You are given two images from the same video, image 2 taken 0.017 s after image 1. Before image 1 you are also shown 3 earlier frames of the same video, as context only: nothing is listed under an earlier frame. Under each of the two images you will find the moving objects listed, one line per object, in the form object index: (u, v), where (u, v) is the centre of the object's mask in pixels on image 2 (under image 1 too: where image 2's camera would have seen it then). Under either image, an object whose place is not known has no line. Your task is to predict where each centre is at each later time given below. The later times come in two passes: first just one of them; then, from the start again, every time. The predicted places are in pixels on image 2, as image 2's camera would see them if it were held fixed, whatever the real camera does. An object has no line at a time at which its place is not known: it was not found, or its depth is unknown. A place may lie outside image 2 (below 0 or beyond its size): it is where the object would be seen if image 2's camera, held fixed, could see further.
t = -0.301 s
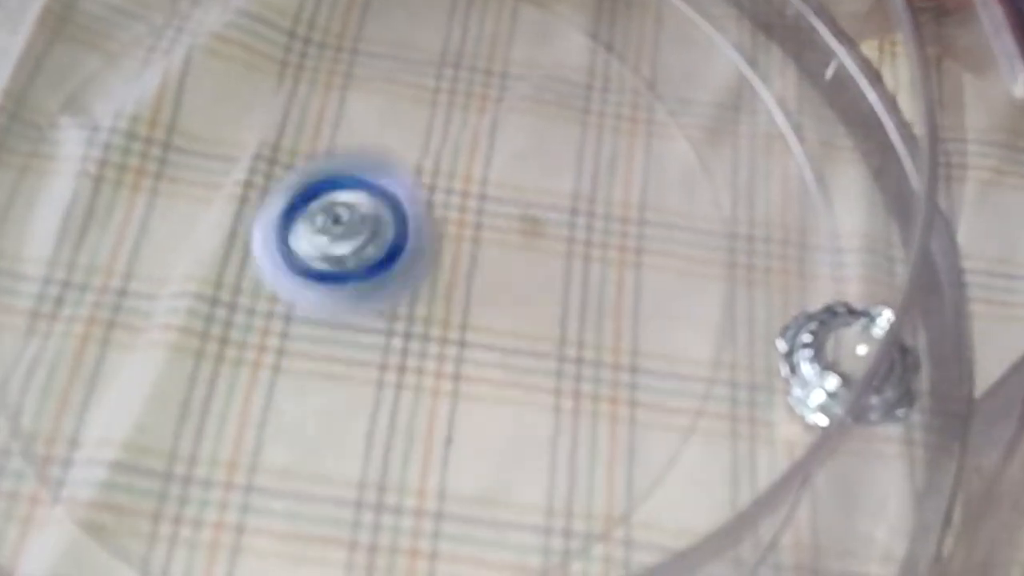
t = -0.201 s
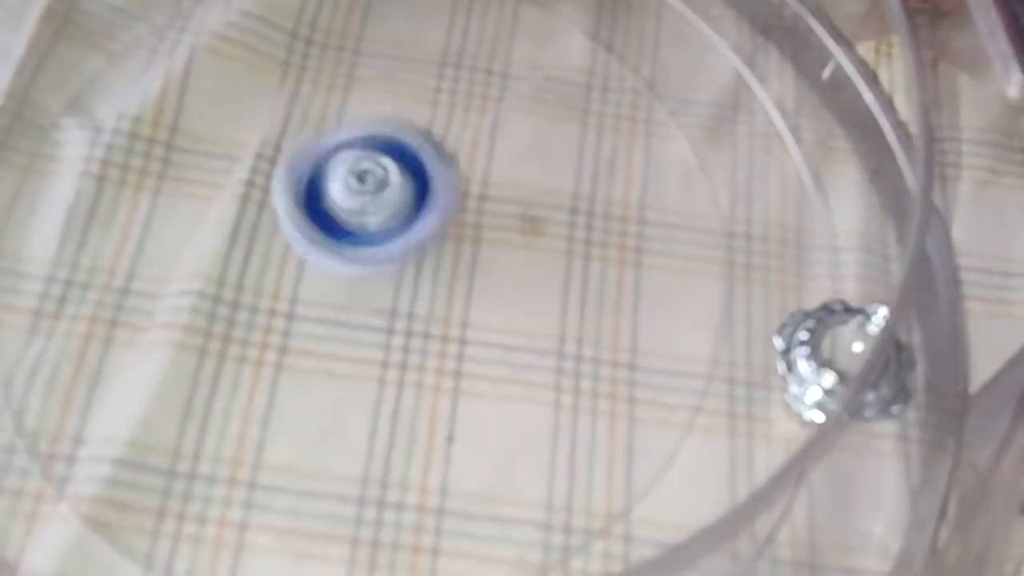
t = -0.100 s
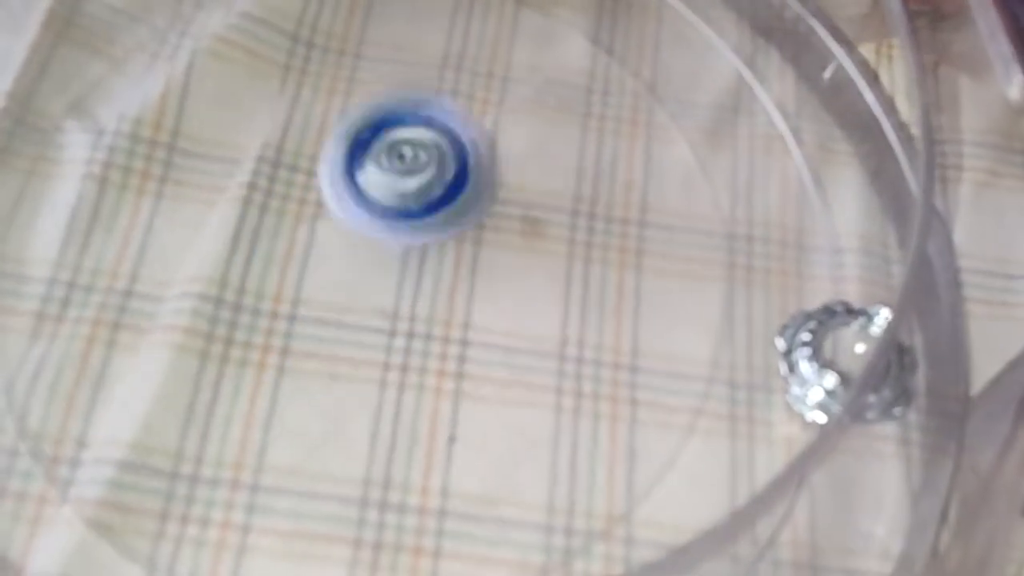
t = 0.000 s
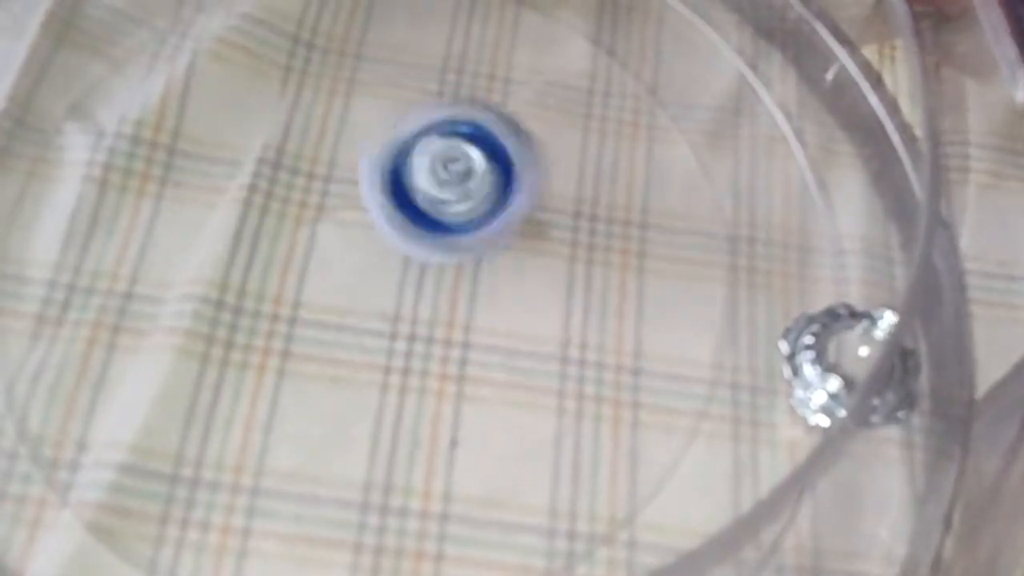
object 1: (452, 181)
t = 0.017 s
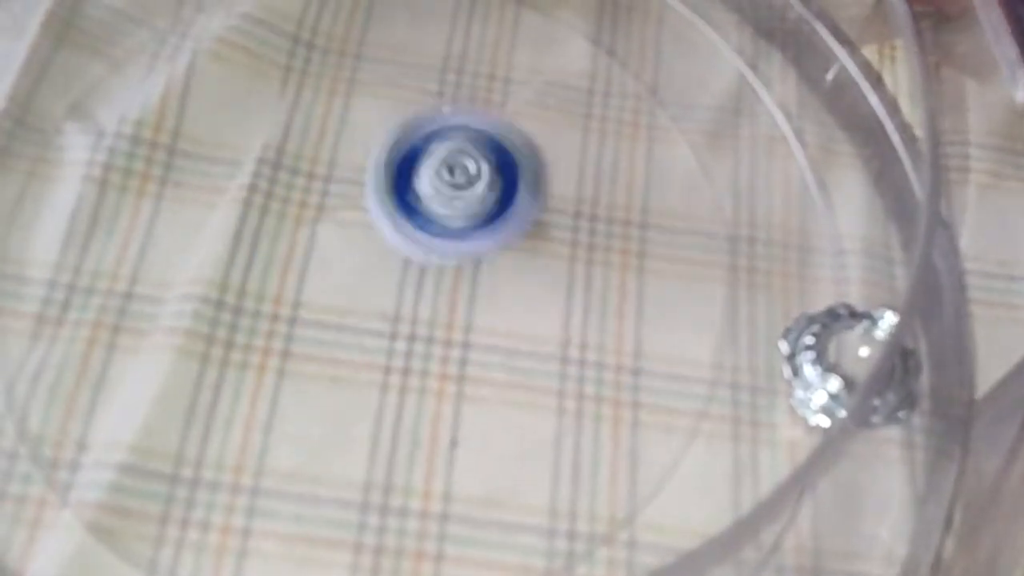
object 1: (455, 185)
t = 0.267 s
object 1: (401, 283)
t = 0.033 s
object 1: (462, 191)
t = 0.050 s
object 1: (467, 197)
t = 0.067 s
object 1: (466, 206)
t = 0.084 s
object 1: (465, 213)
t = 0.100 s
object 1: (467, 219)
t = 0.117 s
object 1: (467, 229)
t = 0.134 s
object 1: (461, 237)
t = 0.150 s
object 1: (456, 243)
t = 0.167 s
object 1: (451, 250)
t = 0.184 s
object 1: (448, 256)
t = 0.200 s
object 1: (438, 264)
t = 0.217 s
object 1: (428, 269)
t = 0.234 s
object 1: (421, 271)
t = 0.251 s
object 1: (411, 278)
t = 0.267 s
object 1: (401, 283)
